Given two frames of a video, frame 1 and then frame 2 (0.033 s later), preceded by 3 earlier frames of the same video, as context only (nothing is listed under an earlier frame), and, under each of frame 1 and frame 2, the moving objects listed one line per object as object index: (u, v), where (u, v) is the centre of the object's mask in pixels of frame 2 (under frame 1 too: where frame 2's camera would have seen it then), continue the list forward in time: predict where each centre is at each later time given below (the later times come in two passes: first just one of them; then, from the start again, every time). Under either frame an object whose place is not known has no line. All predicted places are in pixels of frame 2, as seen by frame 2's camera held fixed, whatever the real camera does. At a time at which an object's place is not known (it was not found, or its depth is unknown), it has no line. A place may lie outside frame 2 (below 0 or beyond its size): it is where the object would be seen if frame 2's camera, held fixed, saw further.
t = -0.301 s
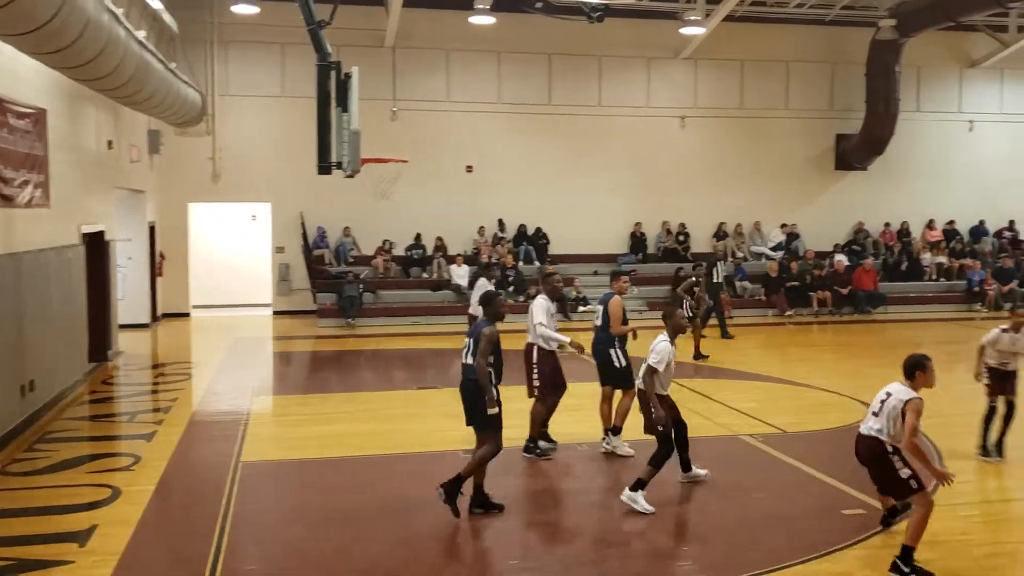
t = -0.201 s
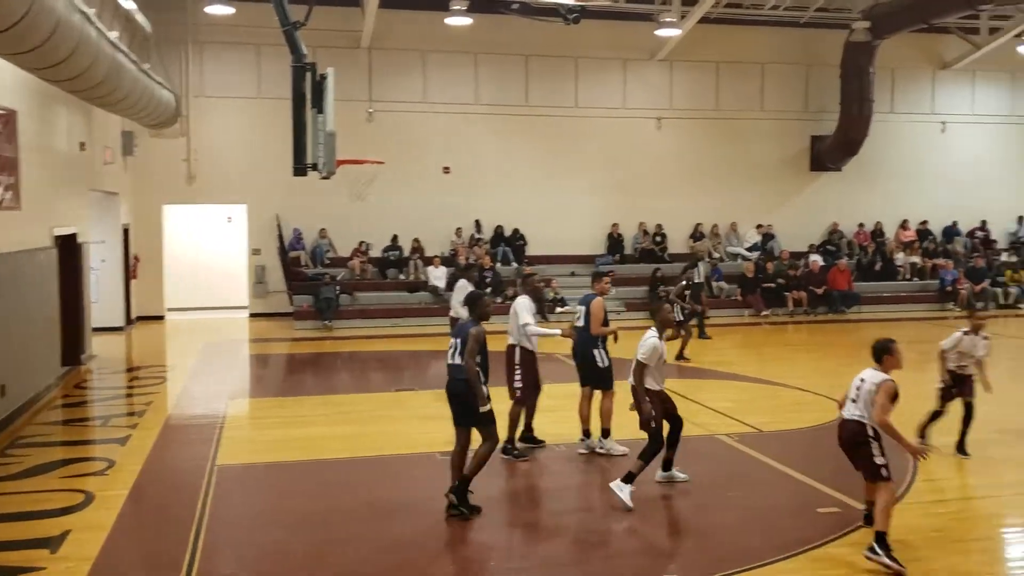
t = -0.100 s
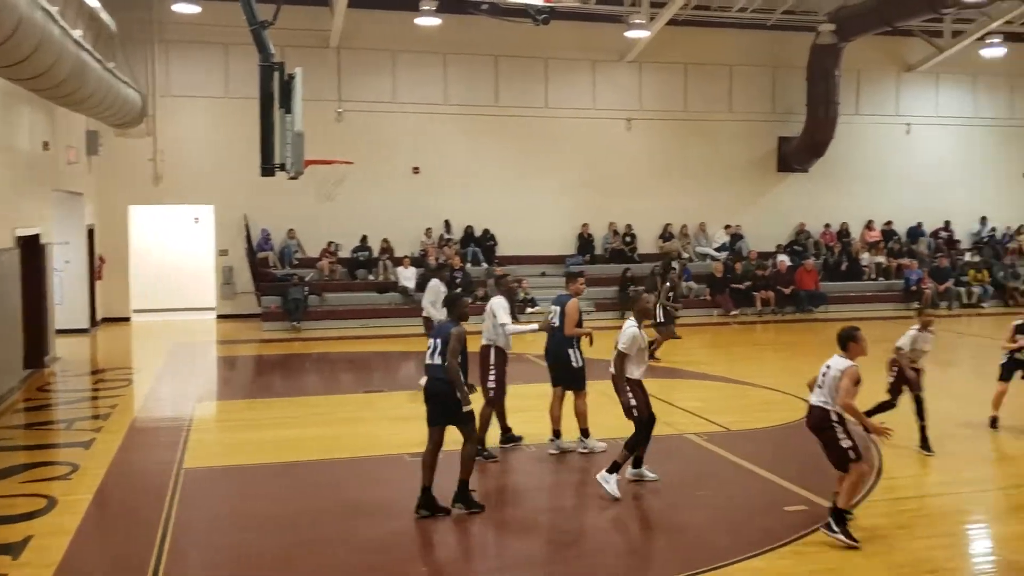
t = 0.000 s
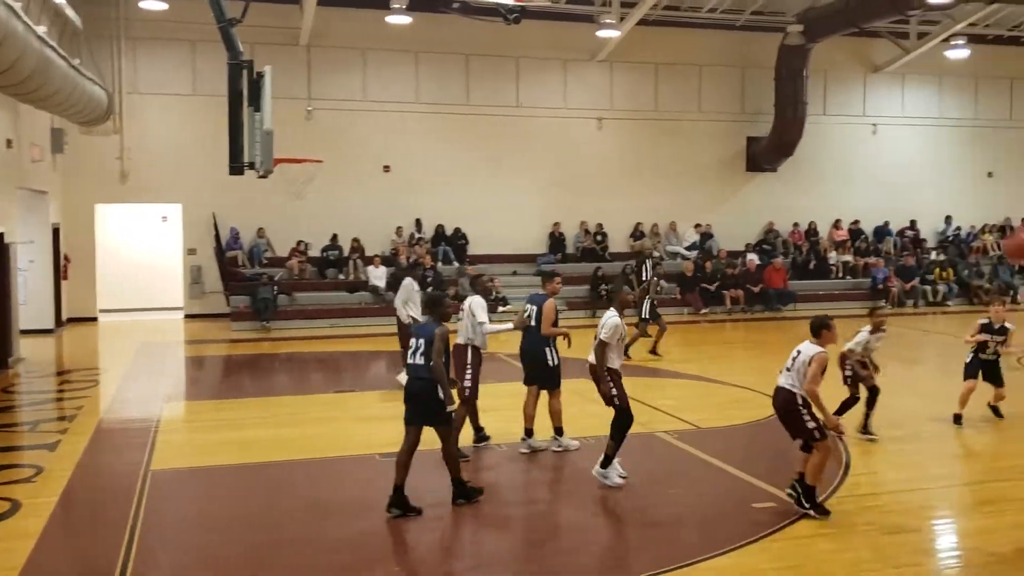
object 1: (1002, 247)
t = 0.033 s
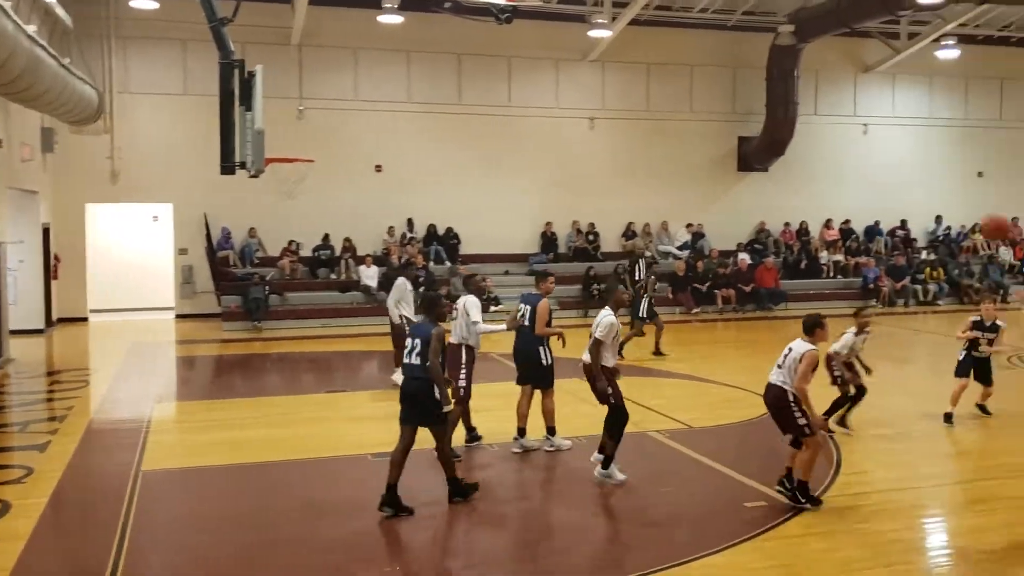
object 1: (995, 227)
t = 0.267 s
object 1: (911, 150)
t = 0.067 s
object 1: (982, 210)
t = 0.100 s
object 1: (970, 196)
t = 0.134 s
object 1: (959, 183)
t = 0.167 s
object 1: (947, 173)
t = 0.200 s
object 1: (937, 163)
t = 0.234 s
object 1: (923, 156)
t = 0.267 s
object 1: (911, 150)
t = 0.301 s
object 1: (901, 145)
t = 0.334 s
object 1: (894, 142)
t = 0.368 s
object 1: (884, 140)
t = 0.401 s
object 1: (875, 139)
